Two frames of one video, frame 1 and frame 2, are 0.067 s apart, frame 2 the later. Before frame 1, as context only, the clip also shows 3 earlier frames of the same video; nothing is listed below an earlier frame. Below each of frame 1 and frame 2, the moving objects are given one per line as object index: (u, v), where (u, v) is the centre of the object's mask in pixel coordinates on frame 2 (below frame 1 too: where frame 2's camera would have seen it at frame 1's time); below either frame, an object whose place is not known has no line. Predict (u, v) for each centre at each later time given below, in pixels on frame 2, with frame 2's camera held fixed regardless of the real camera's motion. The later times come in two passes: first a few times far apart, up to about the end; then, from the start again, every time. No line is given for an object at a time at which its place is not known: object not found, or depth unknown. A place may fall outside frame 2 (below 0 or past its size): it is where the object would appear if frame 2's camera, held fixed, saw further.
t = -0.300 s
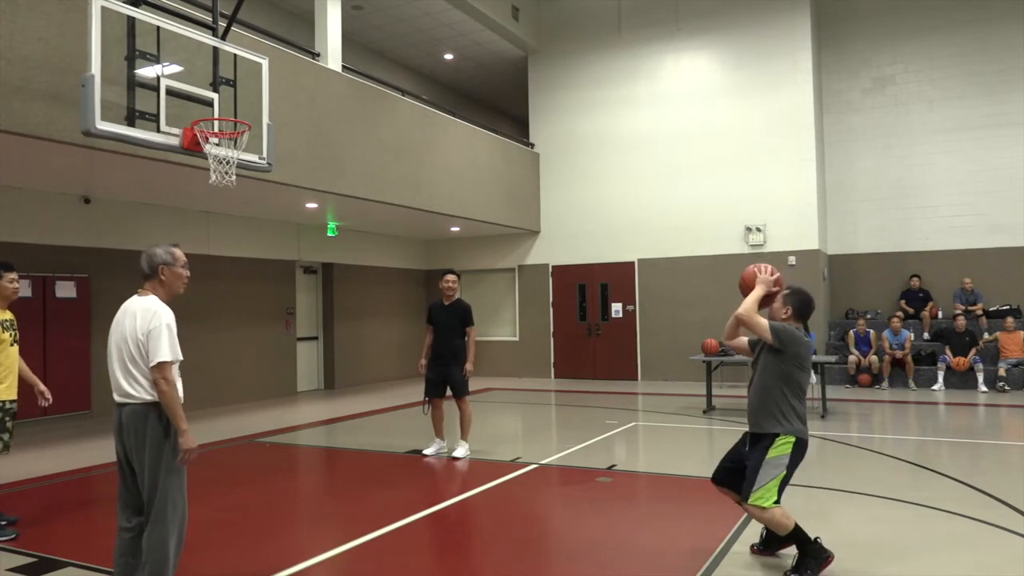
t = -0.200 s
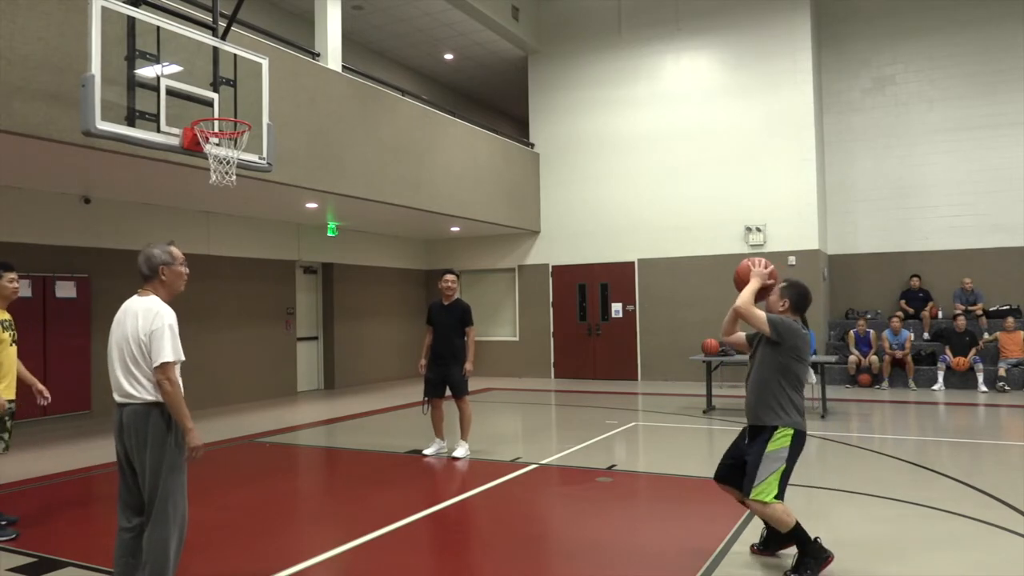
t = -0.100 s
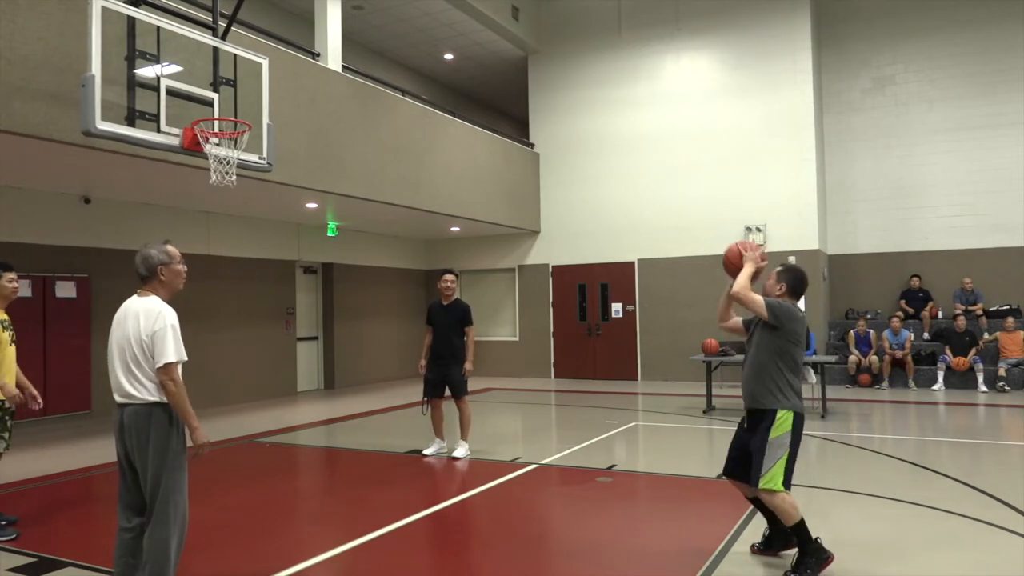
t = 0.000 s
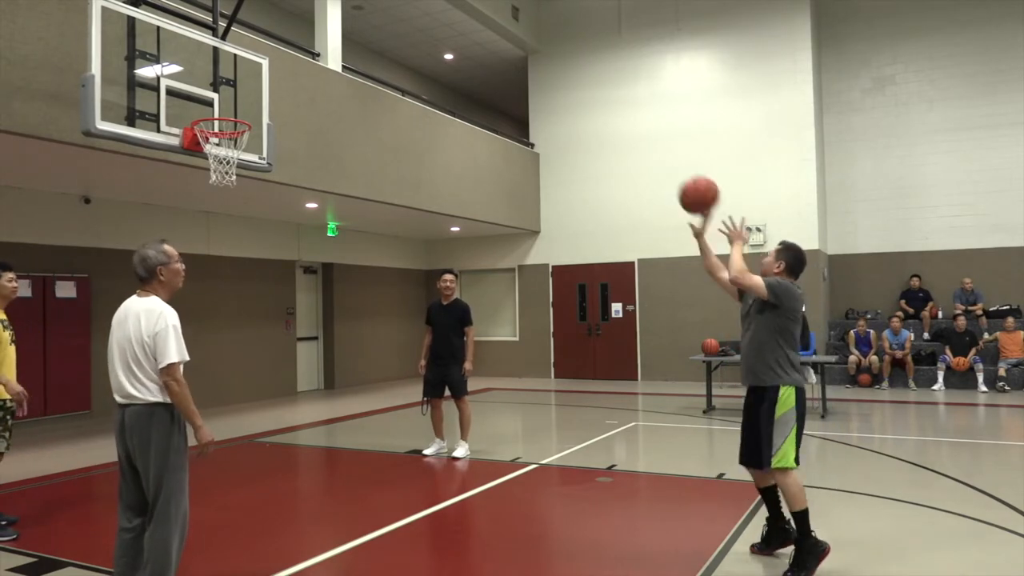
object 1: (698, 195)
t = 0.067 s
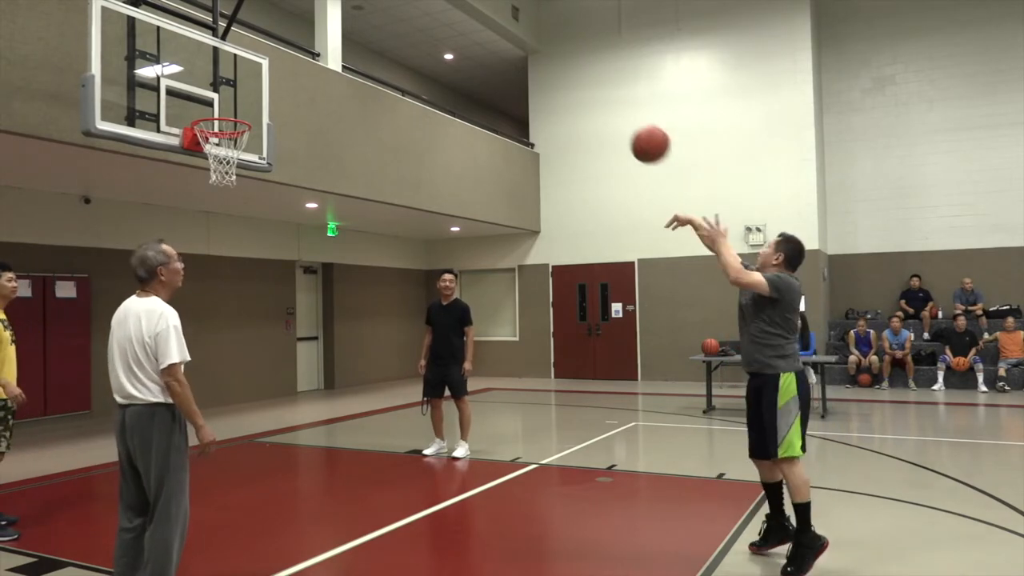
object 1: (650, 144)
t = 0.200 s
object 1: (562, 71)
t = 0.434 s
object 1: (433, 18)
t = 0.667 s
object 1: (329, 39)
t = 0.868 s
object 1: (253, 103)
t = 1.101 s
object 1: (205, 105)
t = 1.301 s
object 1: (177, 96)
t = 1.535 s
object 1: (142, 147)
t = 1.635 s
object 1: (126, 193)
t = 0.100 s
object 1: (627, 122)
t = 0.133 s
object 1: (604, 103)
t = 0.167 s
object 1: (583, 86)
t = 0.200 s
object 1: (562, 71)
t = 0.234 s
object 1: (542, 58)
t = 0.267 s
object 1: (522, 47)
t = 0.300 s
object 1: (503, 38)
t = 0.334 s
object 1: (485, 31)
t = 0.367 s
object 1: (467, 25)
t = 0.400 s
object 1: (450, 21)
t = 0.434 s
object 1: (433, 18)
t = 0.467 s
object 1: (417, 17)
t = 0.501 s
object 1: (402, 17)
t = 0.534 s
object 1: (386, 19)
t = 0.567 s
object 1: (371, 22)
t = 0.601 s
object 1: (357, 26)
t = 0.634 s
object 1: (343, 32)
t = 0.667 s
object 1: (329, 39)
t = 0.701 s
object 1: (315, 47)
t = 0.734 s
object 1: (303, 56)
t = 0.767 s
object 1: (289, 66)
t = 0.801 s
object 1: (277, 77)
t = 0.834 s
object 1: (265, 89)
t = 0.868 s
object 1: (253, 103)
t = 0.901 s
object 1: (243, 111)
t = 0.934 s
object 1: (236, 111)
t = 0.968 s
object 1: (227, 111)
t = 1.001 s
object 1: (219, 113)
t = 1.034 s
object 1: (213, 111)
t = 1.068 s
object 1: (209, 108)
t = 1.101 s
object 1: (205, 105)
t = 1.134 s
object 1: (200, 101)
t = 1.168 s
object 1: (196, 97)
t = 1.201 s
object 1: (191, 95)
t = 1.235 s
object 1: (187, 94)
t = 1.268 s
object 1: (182, 94)
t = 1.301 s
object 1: (177, 96)
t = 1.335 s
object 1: (173, 99)
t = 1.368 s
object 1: (167, 103)
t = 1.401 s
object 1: (163, 108)
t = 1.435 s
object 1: (157, 116)
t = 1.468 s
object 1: (152, 124)
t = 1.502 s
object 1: (147, 135)
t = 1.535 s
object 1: (142, 147)
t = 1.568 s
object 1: (136, 161)
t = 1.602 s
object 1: (131, 177)
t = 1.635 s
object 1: (126, 193)
